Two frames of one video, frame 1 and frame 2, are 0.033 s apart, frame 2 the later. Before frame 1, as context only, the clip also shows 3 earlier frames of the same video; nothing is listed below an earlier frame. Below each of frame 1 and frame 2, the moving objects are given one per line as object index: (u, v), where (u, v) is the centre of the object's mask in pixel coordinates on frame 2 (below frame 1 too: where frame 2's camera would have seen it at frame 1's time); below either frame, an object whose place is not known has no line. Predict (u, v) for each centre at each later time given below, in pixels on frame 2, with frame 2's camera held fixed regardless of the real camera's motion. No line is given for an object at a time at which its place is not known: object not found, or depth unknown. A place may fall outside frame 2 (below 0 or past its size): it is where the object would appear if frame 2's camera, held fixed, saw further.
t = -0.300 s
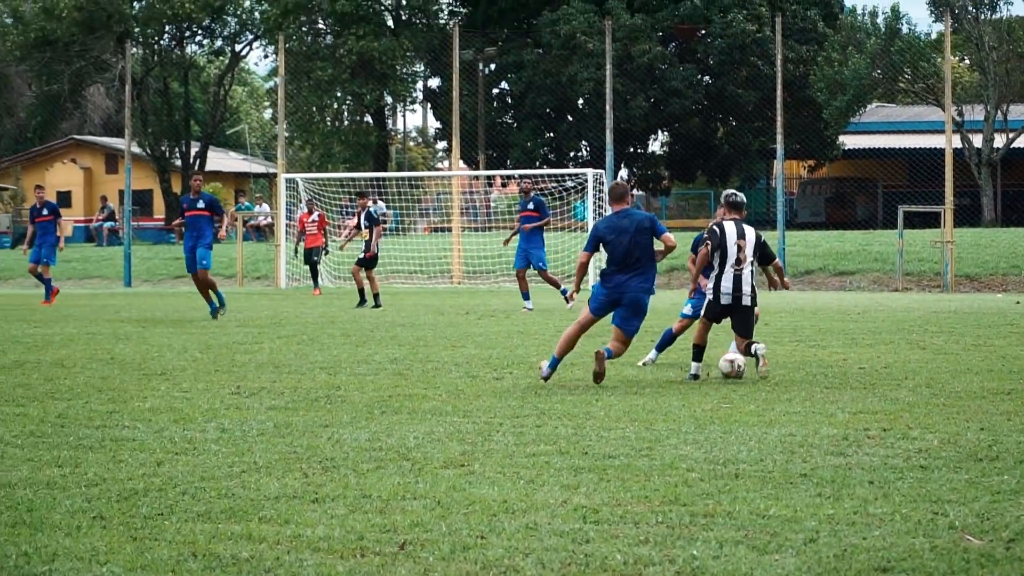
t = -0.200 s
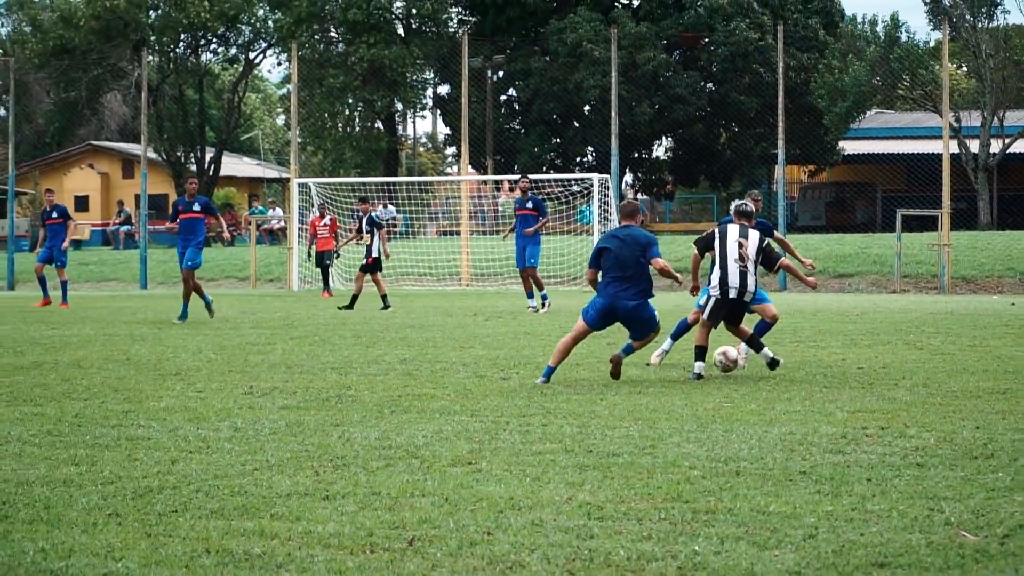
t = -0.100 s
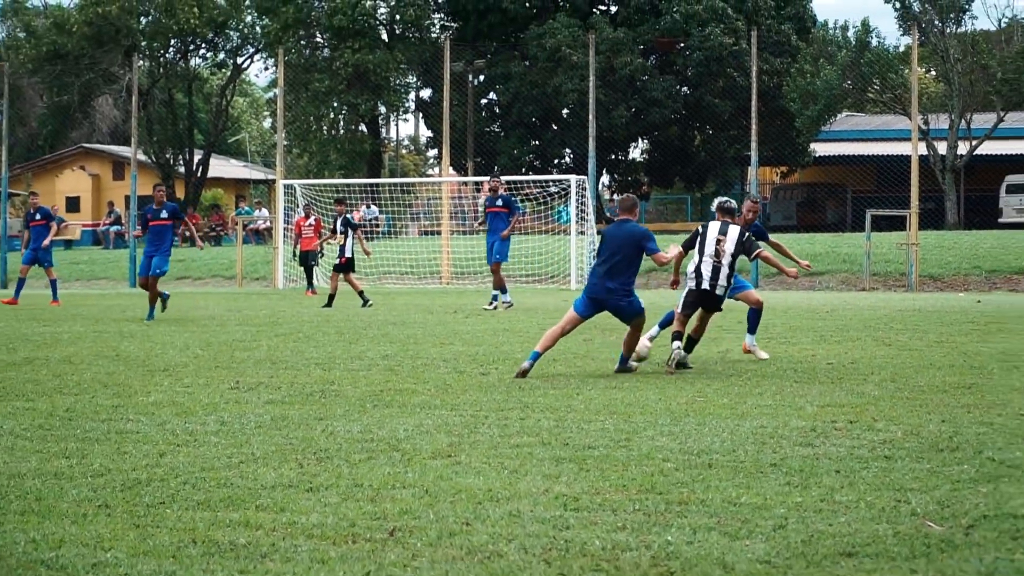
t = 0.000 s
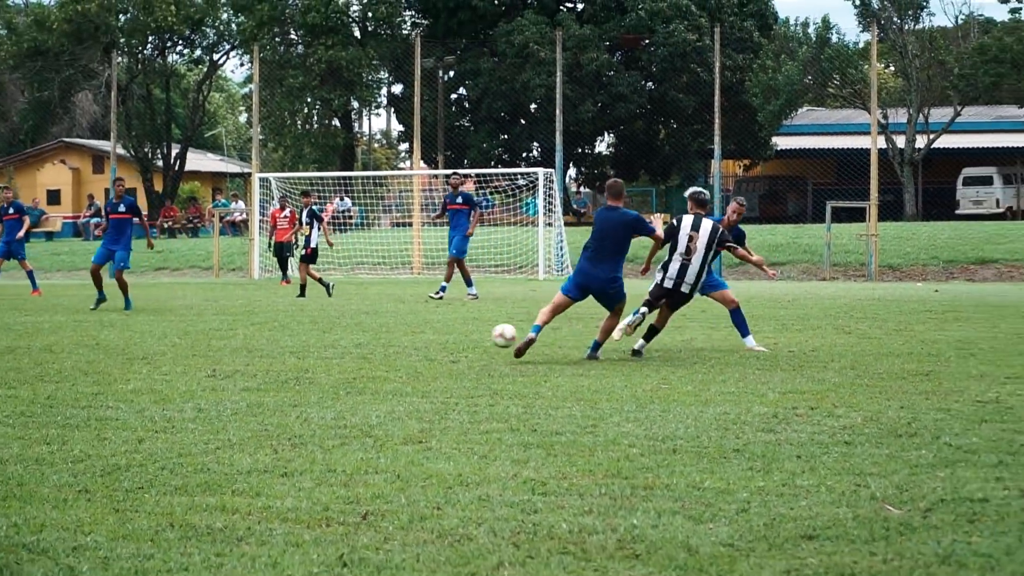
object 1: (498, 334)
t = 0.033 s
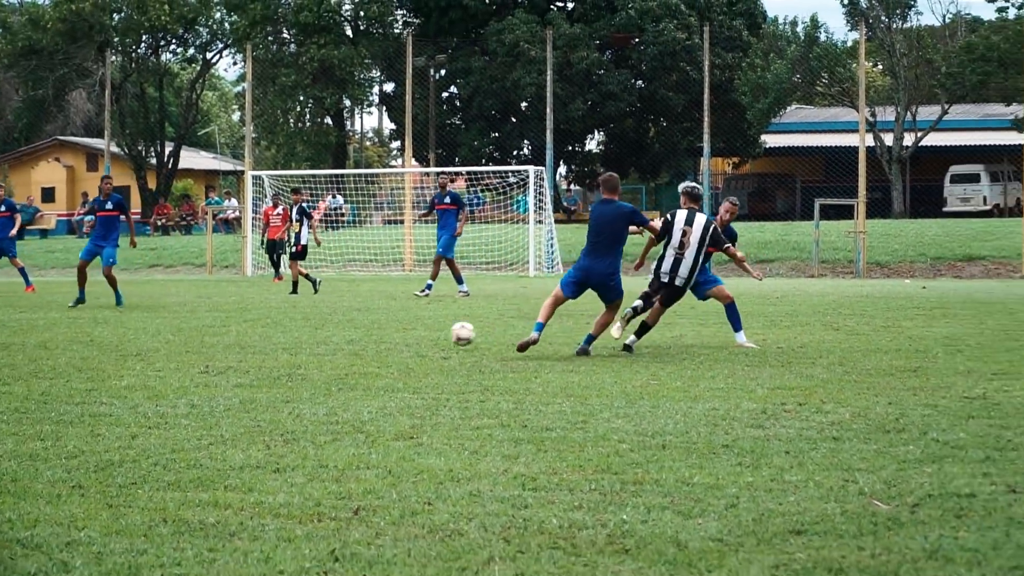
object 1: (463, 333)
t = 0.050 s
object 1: (445, 335)
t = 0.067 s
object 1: (427, 337)
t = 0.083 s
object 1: (410, 336)
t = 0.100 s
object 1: (393, 337)
